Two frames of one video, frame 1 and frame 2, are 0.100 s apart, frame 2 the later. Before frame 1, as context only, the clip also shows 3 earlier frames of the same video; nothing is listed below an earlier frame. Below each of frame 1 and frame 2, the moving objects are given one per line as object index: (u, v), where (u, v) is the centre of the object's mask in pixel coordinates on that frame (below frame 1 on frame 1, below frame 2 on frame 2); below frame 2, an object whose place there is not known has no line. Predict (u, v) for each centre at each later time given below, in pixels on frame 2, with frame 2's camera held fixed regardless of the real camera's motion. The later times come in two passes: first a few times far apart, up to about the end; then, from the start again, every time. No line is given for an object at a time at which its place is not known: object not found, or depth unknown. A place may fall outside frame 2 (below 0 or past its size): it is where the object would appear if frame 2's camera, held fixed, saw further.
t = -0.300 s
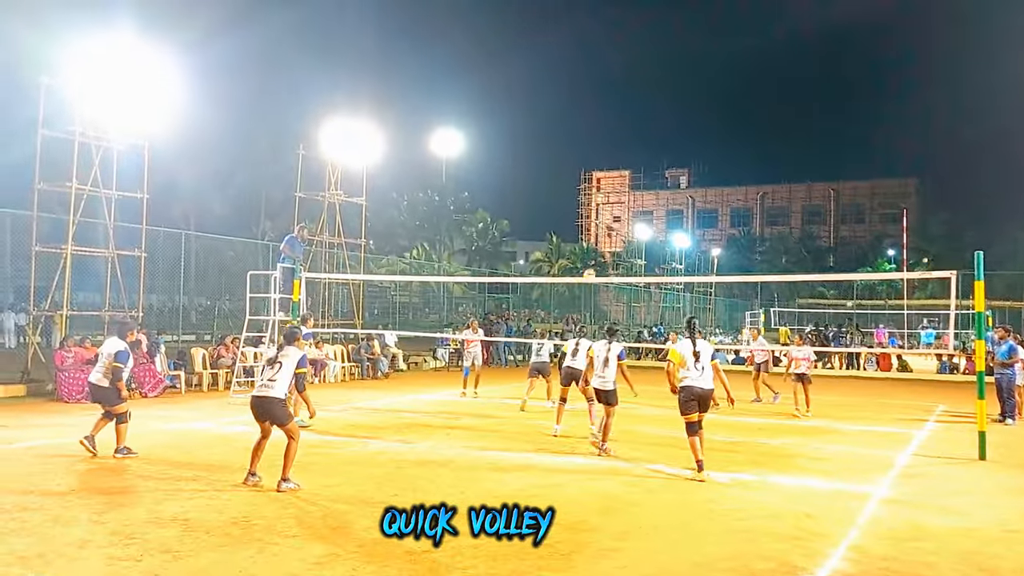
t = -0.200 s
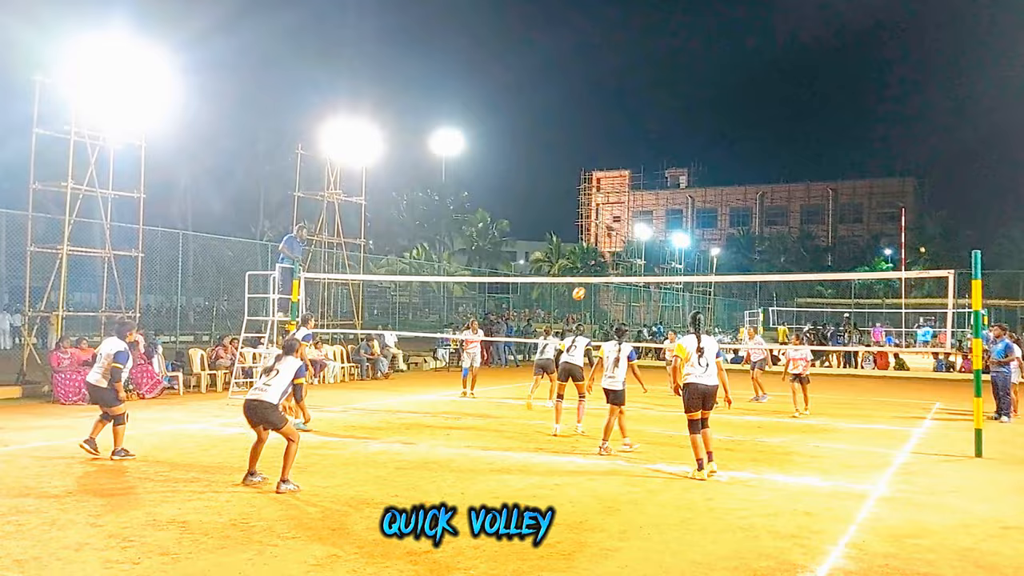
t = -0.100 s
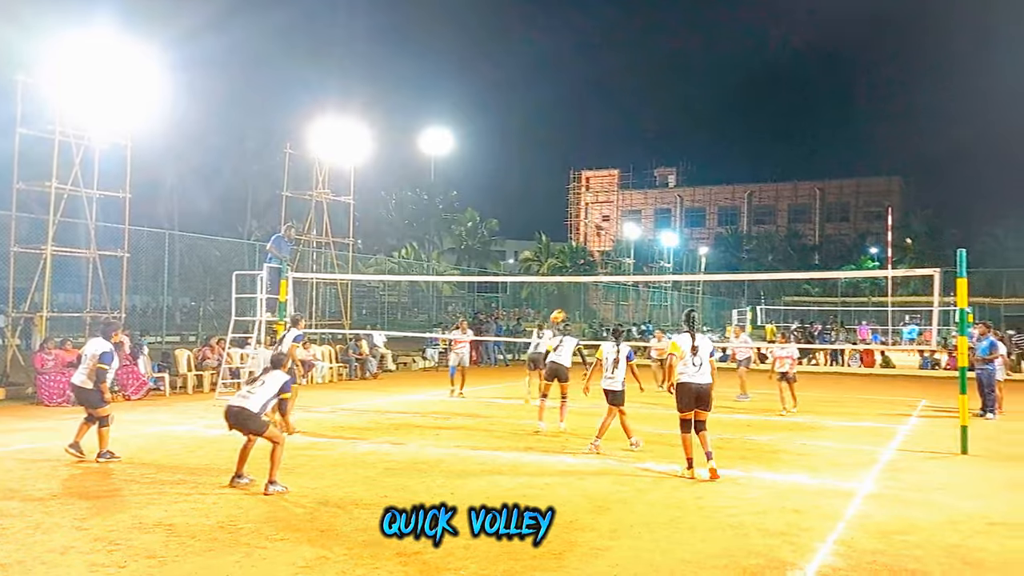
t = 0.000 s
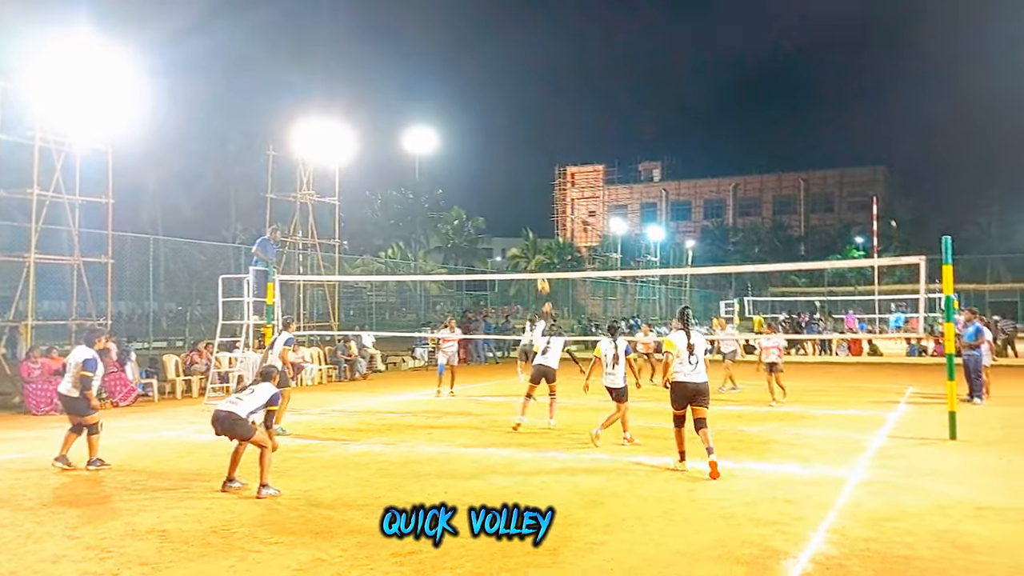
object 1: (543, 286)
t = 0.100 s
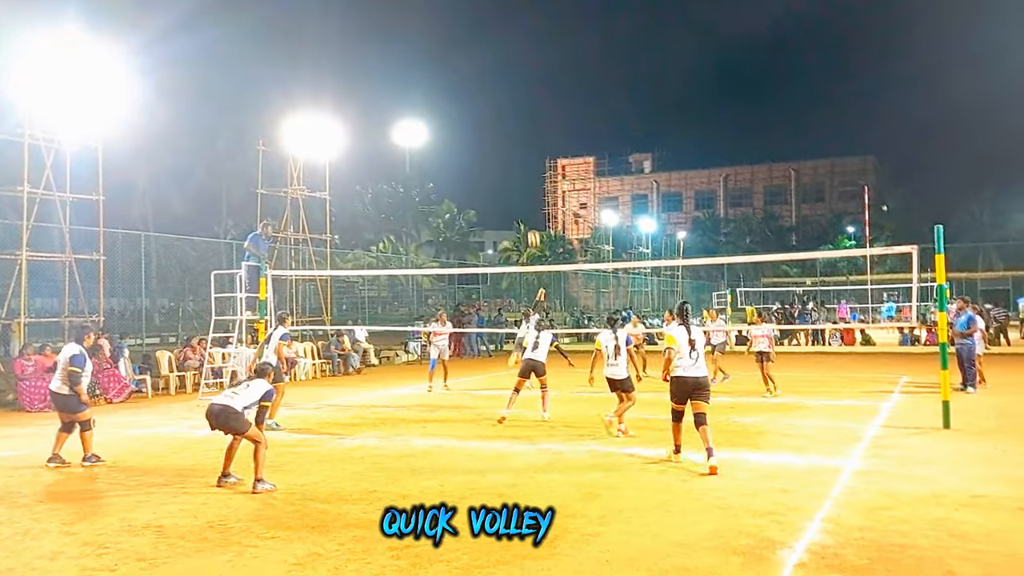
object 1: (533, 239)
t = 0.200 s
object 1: (532, 204)
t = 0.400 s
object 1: (528, 151)
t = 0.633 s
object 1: (524, 115)
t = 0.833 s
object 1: (520, 107)
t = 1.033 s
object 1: (516, 121)
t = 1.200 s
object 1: (513, 151)
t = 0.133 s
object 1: (533, 226)
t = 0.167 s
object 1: (533, 215)
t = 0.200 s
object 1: (532, 204)
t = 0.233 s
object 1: (532, 194)
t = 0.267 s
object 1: (531, 184)
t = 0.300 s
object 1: (530, 175)
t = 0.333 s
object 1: (529, 166)
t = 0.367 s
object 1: (528, 158)
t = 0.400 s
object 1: (528, 151)
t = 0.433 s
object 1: (527, 144)
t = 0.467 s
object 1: (527, 138)
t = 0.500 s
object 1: (526, 132)
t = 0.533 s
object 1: (525, 126)
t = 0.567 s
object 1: (525, 122)
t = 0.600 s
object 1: (524, 118)
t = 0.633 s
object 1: (524, 115)
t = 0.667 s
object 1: (523, 112)
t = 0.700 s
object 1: (522, 110)
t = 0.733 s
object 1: (522, 108)
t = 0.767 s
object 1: (521, 107)
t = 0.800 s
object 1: (521, 107)
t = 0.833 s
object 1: (520, 107)
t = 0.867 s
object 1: (520, 107)
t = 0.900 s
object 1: (519, 109)
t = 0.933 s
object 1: (518, 111)
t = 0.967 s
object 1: (518, 114)
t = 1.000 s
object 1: (517, 117)
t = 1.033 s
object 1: (516, 121)
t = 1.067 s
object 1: (516, 126)
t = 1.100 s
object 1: (515, 131)
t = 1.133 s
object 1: (514, 137)
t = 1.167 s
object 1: (514, 143)
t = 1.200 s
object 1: (513, 151)
